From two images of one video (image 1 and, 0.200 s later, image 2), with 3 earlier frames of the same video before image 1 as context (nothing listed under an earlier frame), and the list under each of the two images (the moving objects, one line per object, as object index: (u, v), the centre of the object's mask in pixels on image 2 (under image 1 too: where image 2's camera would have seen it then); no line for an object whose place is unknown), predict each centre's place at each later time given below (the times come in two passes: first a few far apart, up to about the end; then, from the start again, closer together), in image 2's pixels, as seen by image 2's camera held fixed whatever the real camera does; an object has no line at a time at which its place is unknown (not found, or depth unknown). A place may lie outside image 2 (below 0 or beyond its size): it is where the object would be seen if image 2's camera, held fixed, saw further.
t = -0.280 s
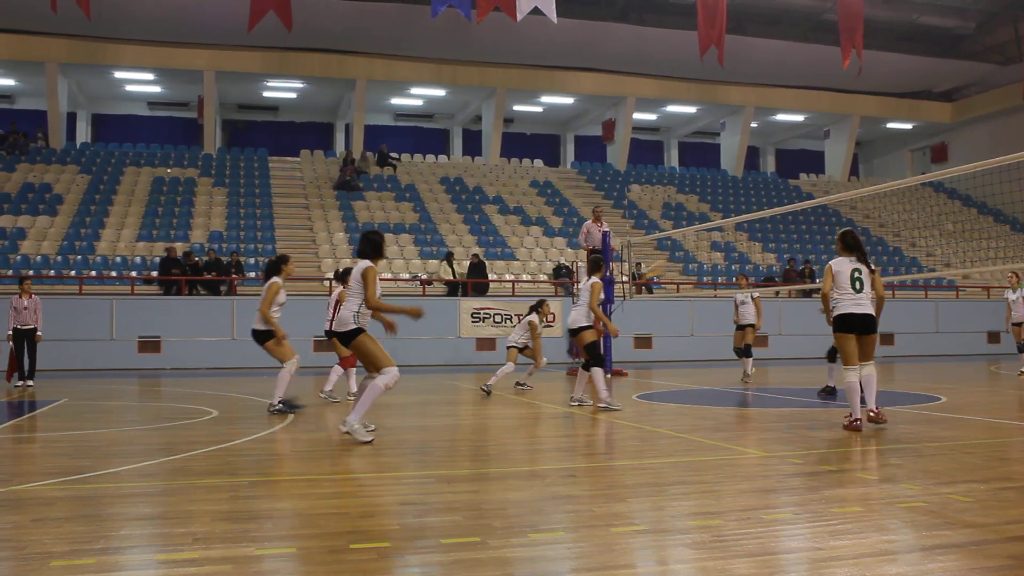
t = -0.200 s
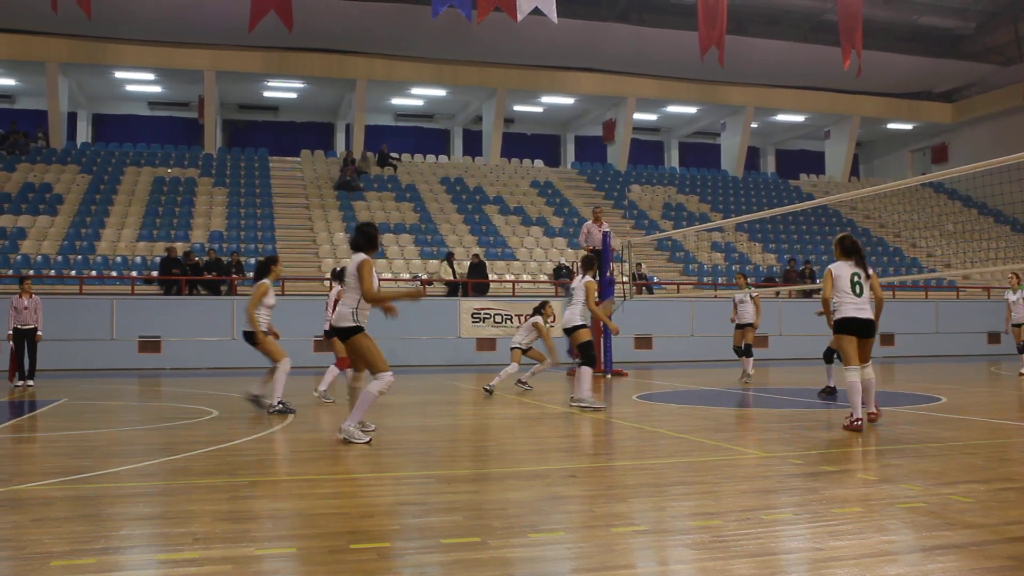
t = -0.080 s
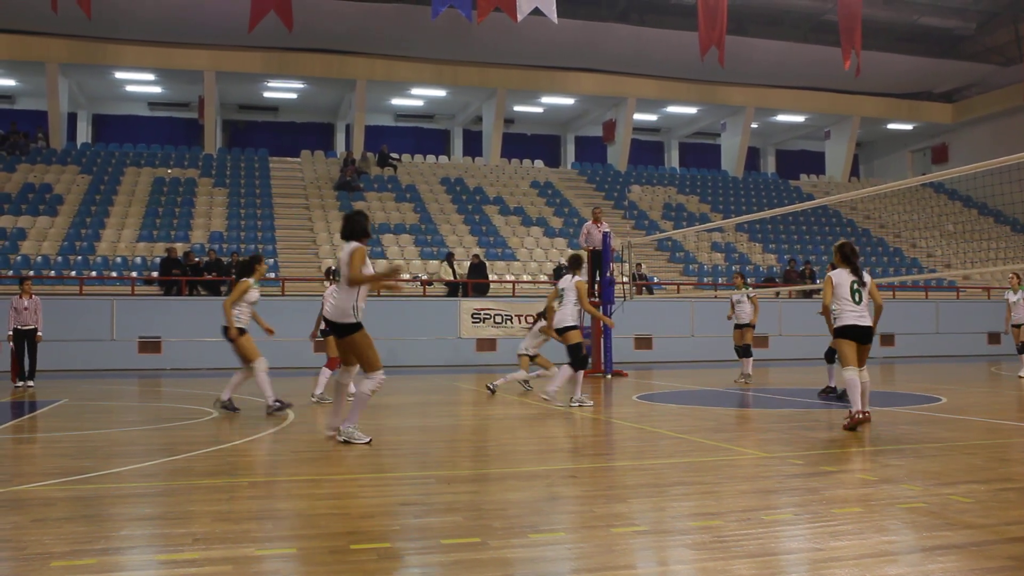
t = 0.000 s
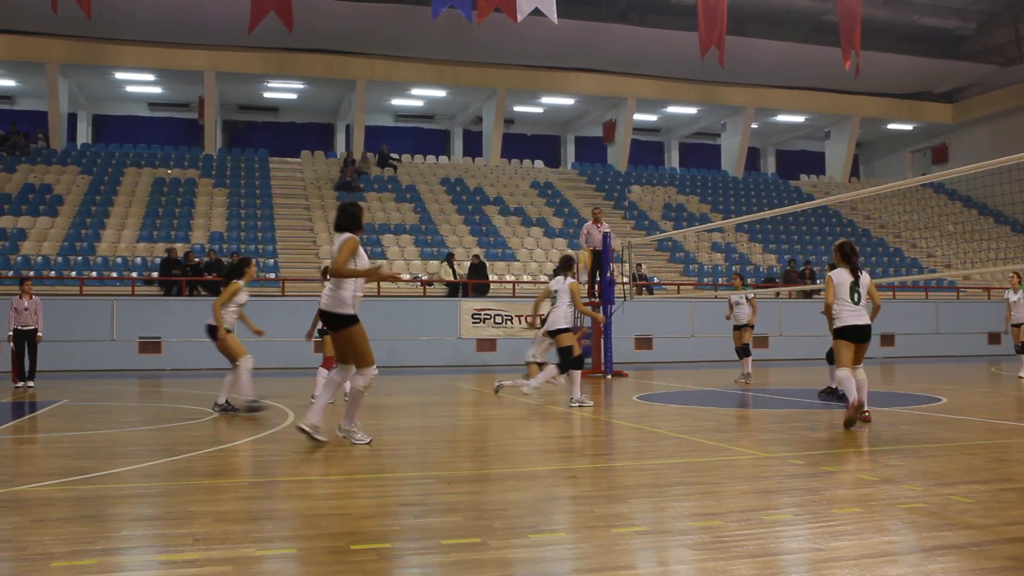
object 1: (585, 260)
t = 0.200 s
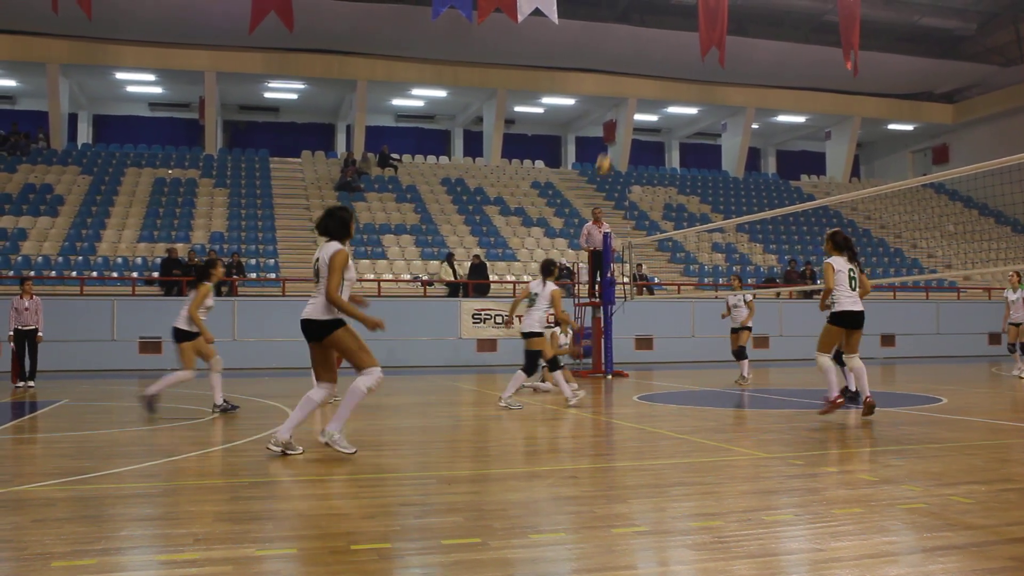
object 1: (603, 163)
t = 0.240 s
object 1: (607, 148)
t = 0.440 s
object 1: (626, 83)
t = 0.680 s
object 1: (647, 45)
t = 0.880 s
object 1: (667, 46)
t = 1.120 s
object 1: (692, 92)
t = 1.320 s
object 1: (716, 175)
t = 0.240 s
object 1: (607, 148)
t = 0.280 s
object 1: (611, 132)
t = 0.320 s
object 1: (615, 118)
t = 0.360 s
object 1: (618, 106)
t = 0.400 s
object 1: (623, 93)
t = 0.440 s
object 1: (626, 83)
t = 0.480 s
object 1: (629, 73)
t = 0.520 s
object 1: (633, 65)
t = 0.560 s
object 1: (637, 59)
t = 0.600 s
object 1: (641, 53)
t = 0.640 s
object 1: (644, 47)
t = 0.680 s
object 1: (647, 45)
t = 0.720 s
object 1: (651, 43)
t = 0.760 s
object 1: (655, 42)
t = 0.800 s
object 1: (659, 42)
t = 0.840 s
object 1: (663, 43)
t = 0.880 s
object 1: (667, 46)
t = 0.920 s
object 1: (670, 50)
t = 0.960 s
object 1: (674, 56)
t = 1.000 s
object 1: (679, 63)
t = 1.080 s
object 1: (687, 81)
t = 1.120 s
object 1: (692, 92)
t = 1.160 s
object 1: (696, 104)
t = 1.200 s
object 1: (702, 120)
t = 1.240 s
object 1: (706, 137)
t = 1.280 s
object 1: (711, 155)
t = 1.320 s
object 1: (716, 175)
